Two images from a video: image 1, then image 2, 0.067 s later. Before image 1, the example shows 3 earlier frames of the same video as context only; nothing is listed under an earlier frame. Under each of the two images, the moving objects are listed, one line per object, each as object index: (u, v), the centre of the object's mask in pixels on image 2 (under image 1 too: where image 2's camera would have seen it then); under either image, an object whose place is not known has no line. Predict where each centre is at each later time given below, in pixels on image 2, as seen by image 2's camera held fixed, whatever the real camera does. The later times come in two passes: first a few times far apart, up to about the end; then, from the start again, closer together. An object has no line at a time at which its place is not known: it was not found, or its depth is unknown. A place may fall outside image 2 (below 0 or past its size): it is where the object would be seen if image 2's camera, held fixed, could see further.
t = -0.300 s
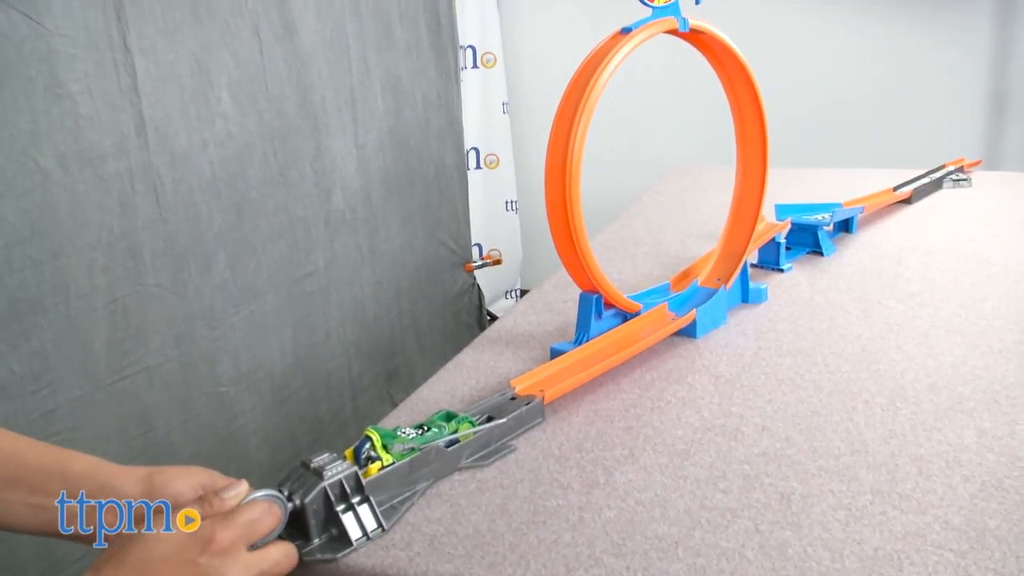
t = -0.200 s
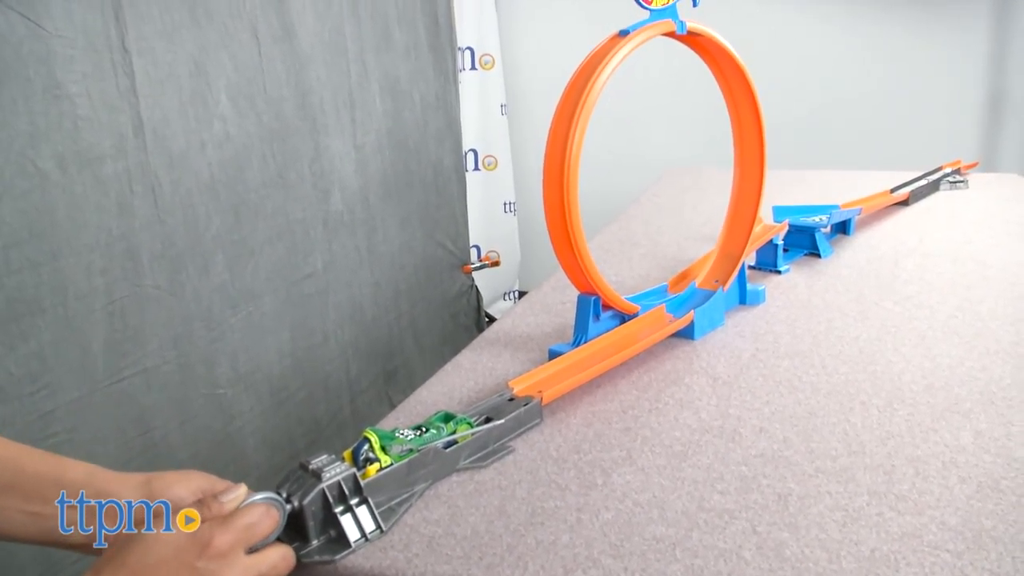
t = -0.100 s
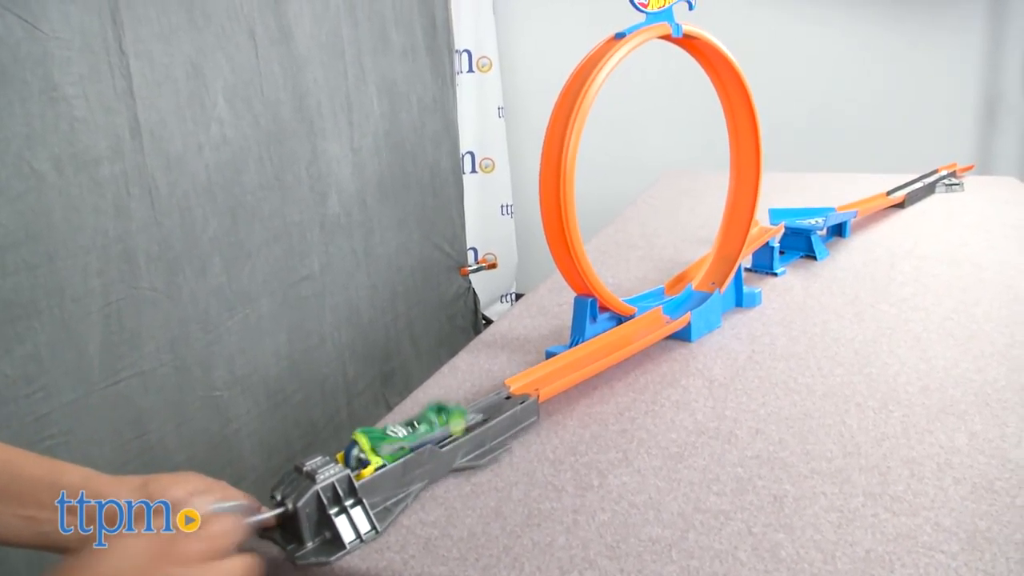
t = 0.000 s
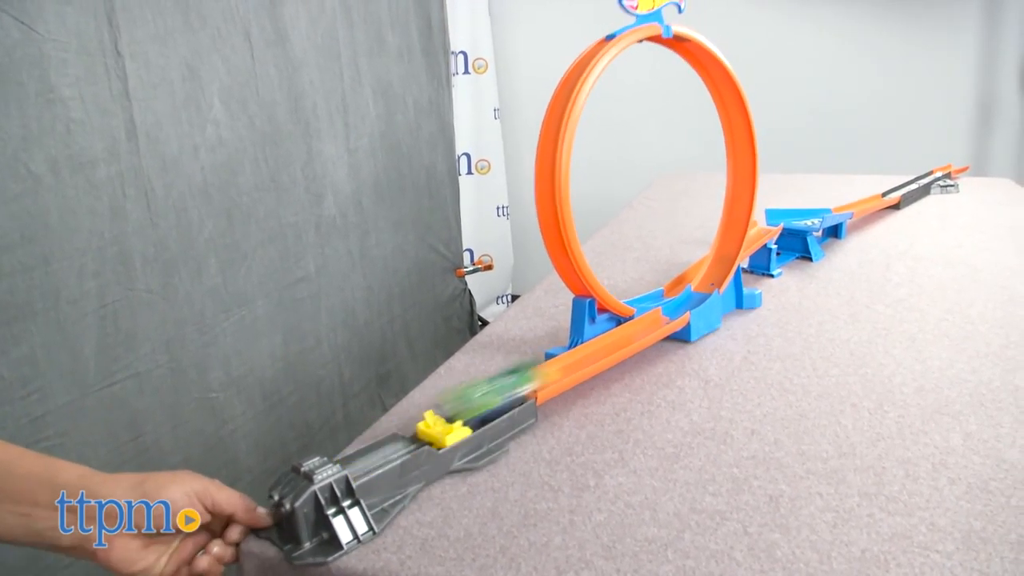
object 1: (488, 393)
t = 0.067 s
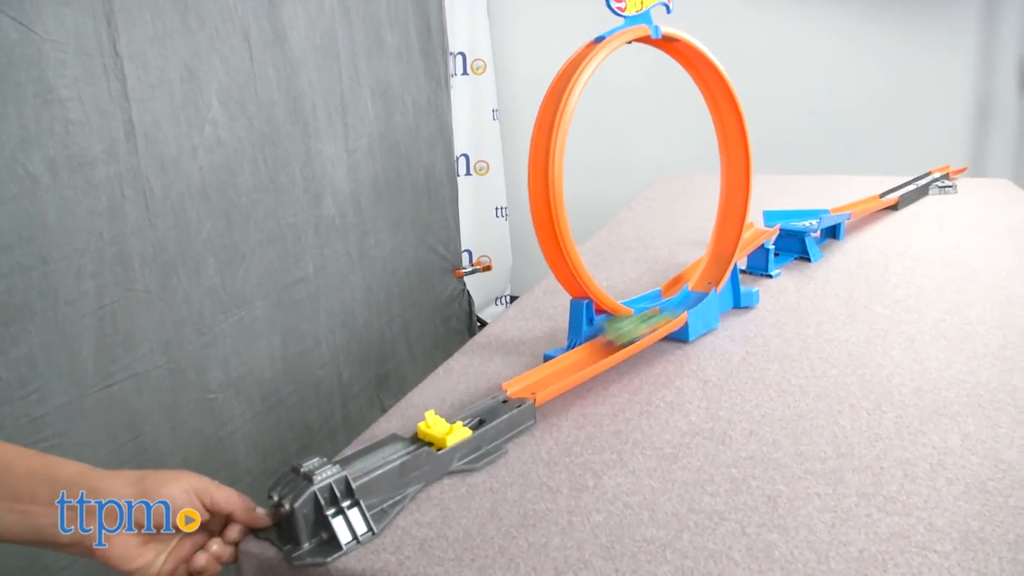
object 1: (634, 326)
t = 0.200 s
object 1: (702, 47)
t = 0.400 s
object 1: (648, 280)
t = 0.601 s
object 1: (807, 200)
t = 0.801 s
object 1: (903, 183)
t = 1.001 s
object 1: (951, 160)
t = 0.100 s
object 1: (689, 292)
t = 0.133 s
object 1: (730, 219)
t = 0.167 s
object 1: (732, 116)
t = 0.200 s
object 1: (702, 47)
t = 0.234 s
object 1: (667, 29)
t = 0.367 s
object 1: (602, 277)
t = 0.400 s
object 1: (648, 280)
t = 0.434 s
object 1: (679, 273)
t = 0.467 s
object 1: (695, 249)
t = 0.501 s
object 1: (753, 220)
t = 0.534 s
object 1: (763, 210)
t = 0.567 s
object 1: (787, 201)
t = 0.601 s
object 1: (807, 200)
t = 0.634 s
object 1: (828, 201)
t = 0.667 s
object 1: (845, 202)
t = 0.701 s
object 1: (859, 197)
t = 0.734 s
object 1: (874, 193)
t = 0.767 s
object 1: (888, 189)
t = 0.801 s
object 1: (903, 183)
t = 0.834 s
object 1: (916, 177)
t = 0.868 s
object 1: (926, 173)
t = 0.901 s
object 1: (932, 171)
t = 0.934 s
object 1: (938, 168)
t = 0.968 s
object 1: (945, 163)
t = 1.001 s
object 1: (951, 160)
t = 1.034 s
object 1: (958, 162)
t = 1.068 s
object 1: (964, 165)
